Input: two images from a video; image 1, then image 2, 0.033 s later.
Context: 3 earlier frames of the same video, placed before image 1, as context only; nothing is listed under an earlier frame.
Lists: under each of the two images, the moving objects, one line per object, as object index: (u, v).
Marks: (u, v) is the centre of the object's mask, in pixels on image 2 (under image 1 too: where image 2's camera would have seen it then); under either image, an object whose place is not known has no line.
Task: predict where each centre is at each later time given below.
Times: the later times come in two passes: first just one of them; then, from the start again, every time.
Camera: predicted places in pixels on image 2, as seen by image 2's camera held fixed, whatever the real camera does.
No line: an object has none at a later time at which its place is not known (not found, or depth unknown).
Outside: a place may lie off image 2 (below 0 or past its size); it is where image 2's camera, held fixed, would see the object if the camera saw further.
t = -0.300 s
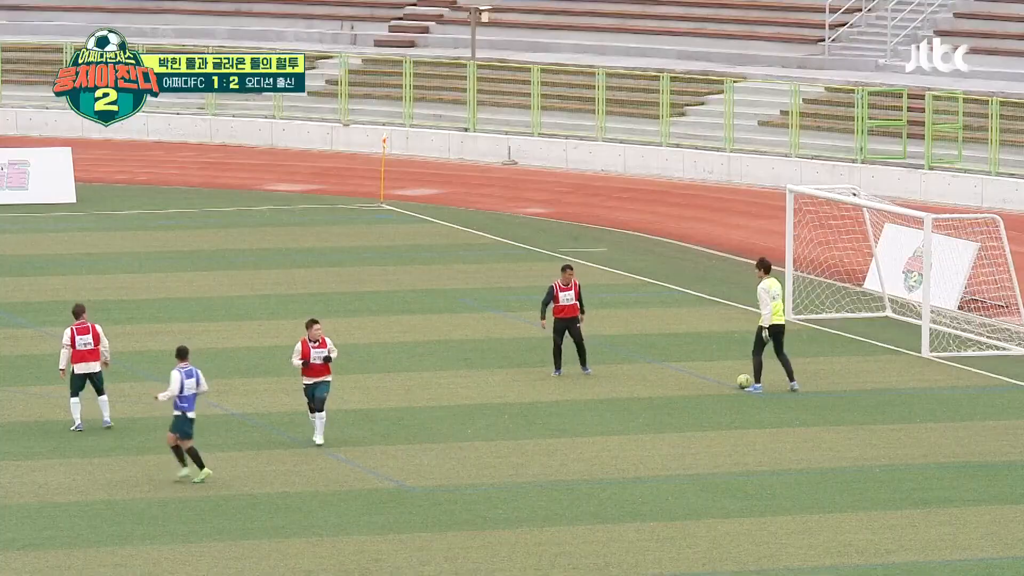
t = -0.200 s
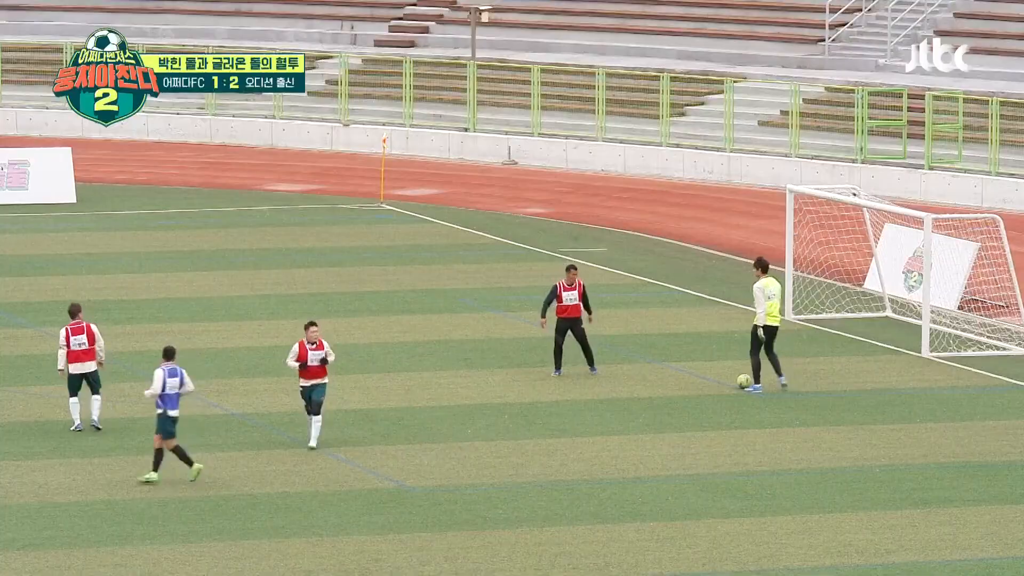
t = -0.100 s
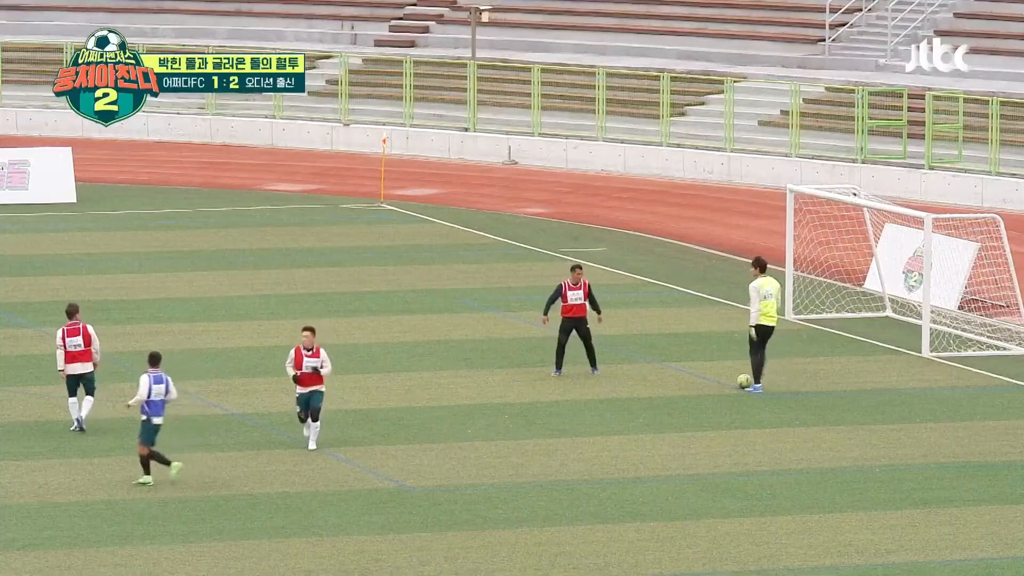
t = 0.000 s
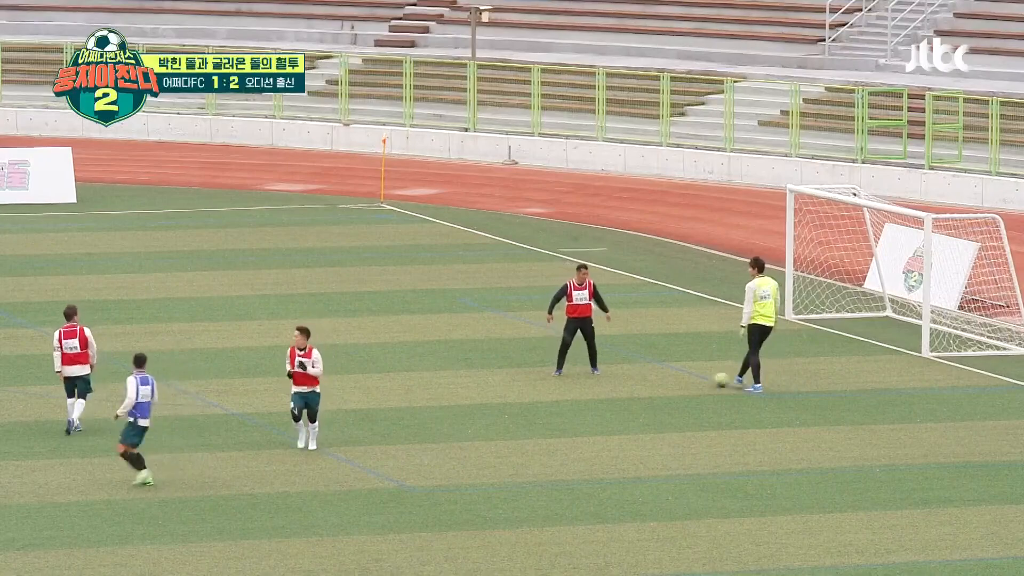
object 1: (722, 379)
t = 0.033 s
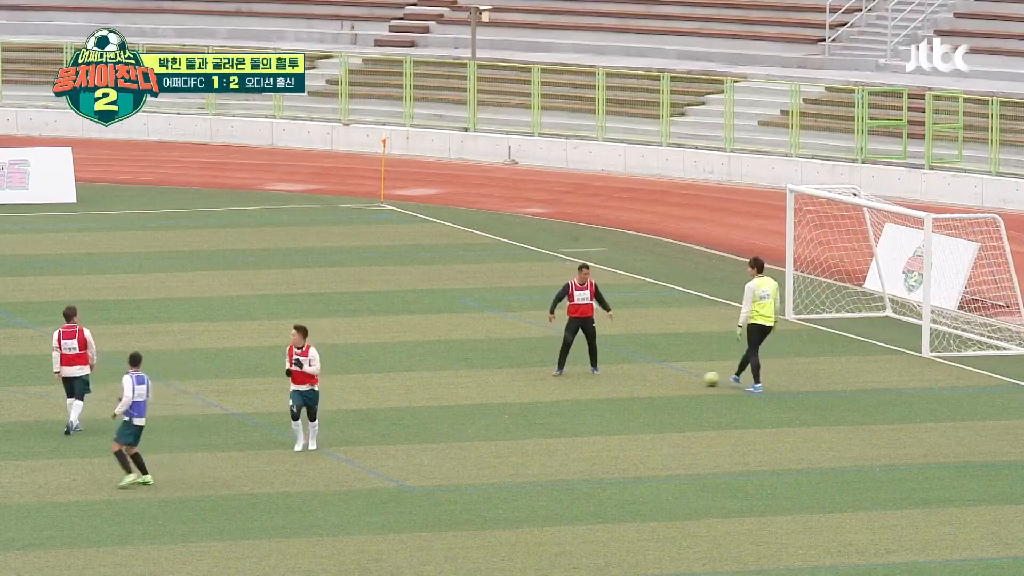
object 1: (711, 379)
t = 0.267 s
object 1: (658, 375)
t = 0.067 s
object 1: (703, 379)
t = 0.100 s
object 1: (694, 378)
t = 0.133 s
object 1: (686, 378)
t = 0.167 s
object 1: (678, 377)
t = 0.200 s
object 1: (671, 377)
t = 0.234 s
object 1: (665, 376)
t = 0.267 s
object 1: (658, 375)
